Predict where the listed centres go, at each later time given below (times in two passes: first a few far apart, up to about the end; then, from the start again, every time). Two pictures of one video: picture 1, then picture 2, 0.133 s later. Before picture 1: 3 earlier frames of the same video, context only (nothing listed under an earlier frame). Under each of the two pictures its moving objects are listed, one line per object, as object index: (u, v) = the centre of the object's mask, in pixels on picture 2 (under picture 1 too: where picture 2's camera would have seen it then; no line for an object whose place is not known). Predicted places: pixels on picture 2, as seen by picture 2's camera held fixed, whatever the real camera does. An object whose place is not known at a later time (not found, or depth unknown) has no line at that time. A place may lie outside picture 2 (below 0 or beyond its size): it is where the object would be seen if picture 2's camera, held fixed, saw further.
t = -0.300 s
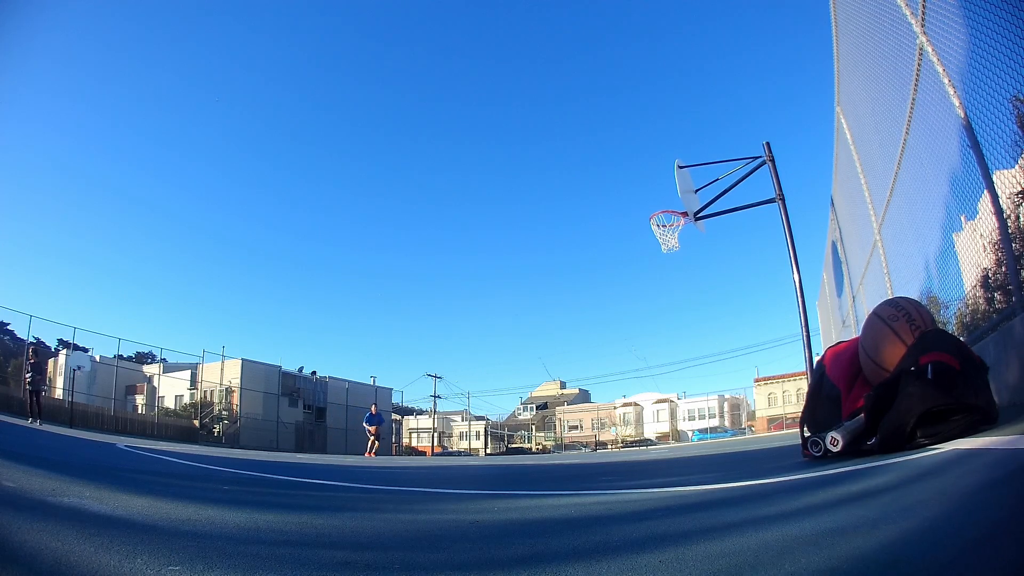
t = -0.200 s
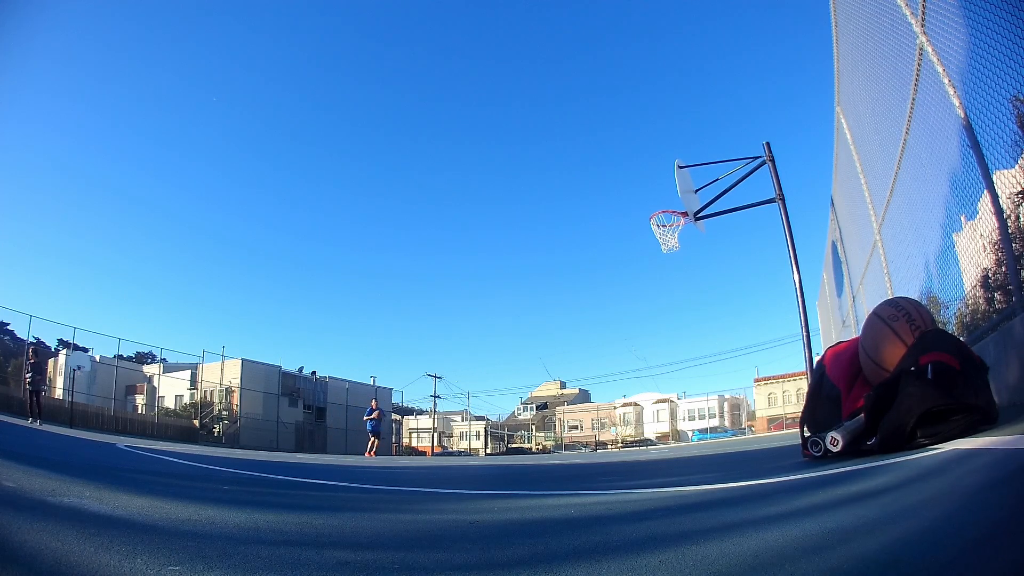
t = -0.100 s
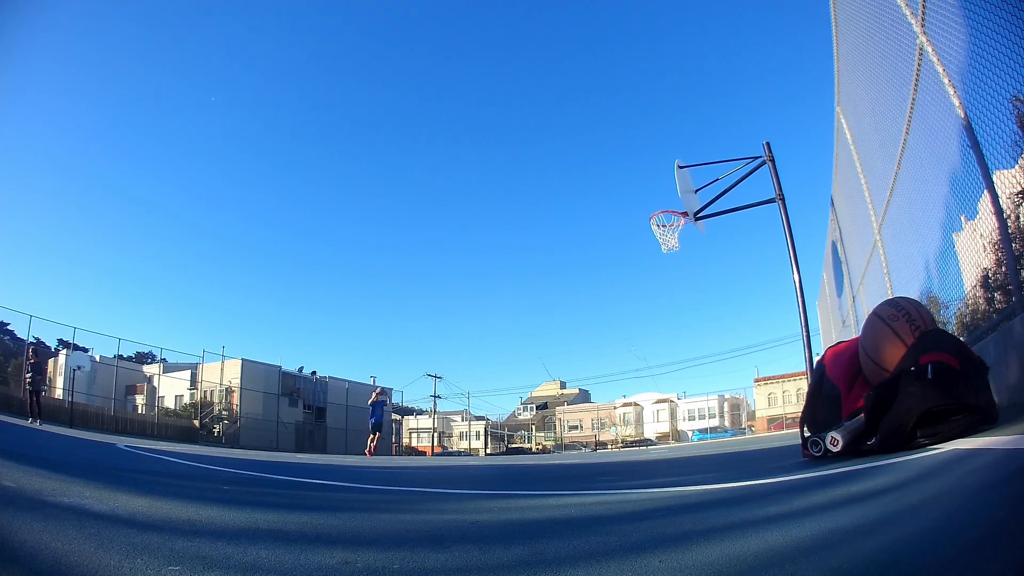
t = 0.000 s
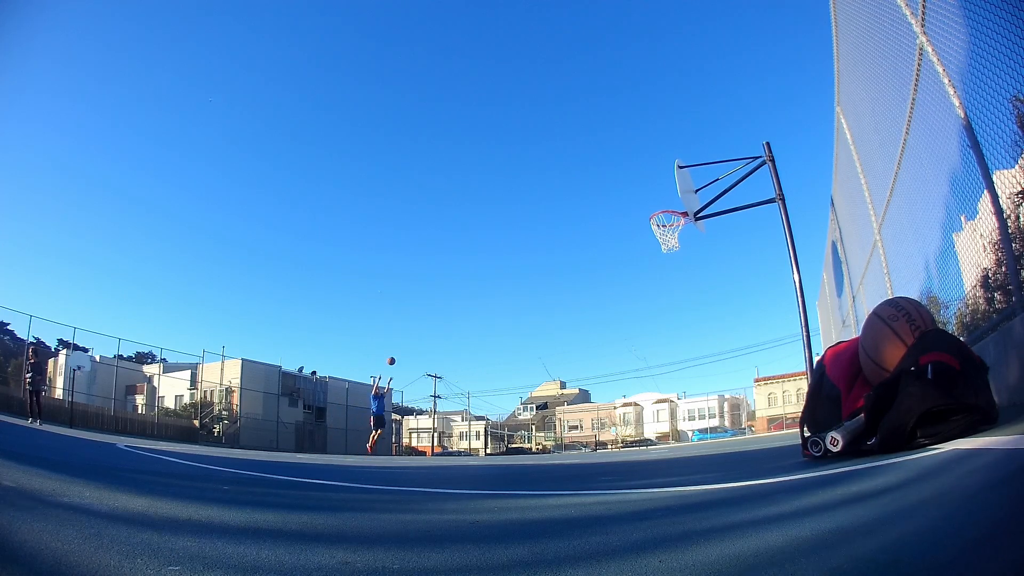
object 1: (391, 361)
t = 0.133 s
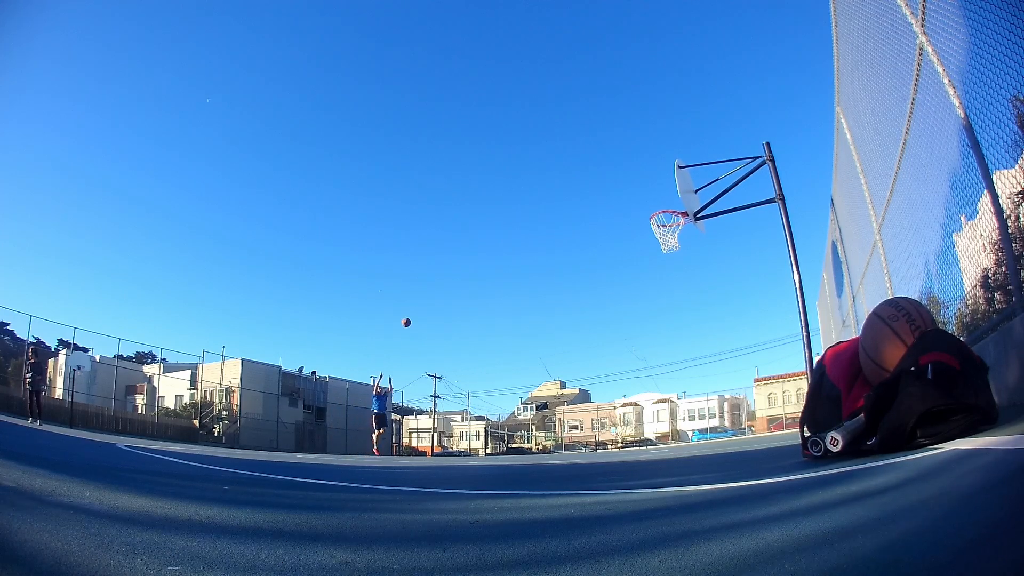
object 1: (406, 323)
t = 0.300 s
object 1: (426, 279)
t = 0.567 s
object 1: (463, 223)
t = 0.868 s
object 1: (512, 183)
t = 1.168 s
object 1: (579, 176)
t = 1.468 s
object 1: (675, 223)
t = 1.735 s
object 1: (642, 276)
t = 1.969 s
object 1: (610, 374)
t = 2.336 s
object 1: (543, 352)
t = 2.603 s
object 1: (494, 303)
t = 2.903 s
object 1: (443, 317)
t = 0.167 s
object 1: (410, 313)
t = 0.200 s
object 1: (414, 304)
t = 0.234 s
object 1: (418, 296)
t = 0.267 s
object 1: (422, 287)
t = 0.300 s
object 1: (426, 279)
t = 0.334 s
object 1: (431, 271)
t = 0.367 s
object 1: (435, 263)
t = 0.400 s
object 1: (439, 256)
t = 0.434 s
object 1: (444, 249)
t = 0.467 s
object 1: (448, 242)
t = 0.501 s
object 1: (453, 235)
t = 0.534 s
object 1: (458, 229)
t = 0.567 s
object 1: (463, 223)
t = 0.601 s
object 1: (468, 218)
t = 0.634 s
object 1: (473, 212)
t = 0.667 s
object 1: (478, 207)
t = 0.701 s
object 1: (483, 202)
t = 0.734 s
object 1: (489, 198)
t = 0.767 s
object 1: (494, 194)
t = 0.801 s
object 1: (500, 190)
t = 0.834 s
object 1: (506, 187)
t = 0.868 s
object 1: (512, 183)
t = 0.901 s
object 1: (519, 181)
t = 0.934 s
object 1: (525, 179)
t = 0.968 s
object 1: (532, 177)
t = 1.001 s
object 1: (539, 175)
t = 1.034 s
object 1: (546, 174)
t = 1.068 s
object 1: (554, 174)
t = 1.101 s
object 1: (562, 174)
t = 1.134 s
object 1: (570, 175)
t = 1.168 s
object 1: (579, 176)
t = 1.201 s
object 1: (588, 178)
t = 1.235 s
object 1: (597, 180)
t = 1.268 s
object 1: (607, 184)
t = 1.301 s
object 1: (617, 188)
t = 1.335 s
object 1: (628, 193)
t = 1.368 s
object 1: (639, 198)
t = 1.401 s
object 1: (651, 205)
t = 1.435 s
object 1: (663, 213)
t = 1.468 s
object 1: (675, 223)
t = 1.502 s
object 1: (673, 230)
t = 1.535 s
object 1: (669, 236)
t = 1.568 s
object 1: (664, 240)
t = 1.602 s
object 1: (660, 245)
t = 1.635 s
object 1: (656, 252)
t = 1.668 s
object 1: (651, 259)
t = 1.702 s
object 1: (647, 267)
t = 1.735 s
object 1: (642, 276)
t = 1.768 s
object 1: (638, 287)
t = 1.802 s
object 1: (633, 298)
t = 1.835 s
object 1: (629, 311)
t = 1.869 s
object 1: (624, 325)
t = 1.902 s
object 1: (619, 340)
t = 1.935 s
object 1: (615, 356)
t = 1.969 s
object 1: (610, 374)
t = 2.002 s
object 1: (605, 392)
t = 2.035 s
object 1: (599, 413)
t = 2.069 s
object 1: (594, 435)
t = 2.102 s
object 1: (588, 446)
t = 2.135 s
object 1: (582, 430)
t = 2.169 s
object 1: (575, 415)
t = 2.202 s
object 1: (568, 400)
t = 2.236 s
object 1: (562, 387)
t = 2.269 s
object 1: (556, 374)
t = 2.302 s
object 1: (549, 363)
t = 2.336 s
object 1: (543, 352)
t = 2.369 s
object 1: (537, 343)
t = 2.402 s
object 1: (530, 334)
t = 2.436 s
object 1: (524, 327)
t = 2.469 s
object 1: (518, 320)
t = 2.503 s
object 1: (512, 314)
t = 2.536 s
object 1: (506, 310)
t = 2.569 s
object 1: (500, 306)
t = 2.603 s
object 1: (494, 303)
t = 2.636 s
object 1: (489, 301)
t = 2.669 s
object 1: (483, 300)
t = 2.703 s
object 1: (477, 300)
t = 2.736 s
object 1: (471, 301)
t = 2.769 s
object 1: (466, 302)
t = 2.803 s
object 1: (460, 305)
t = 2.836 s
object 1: (455, 308)
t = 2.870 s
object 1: (449, 312)
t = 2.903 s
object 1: (443, 317)
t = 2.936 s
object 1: (438, 323)
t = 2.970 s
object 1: (432, 330)
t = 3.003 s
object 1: (426, 338)
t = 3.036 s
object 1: (421, 347)
